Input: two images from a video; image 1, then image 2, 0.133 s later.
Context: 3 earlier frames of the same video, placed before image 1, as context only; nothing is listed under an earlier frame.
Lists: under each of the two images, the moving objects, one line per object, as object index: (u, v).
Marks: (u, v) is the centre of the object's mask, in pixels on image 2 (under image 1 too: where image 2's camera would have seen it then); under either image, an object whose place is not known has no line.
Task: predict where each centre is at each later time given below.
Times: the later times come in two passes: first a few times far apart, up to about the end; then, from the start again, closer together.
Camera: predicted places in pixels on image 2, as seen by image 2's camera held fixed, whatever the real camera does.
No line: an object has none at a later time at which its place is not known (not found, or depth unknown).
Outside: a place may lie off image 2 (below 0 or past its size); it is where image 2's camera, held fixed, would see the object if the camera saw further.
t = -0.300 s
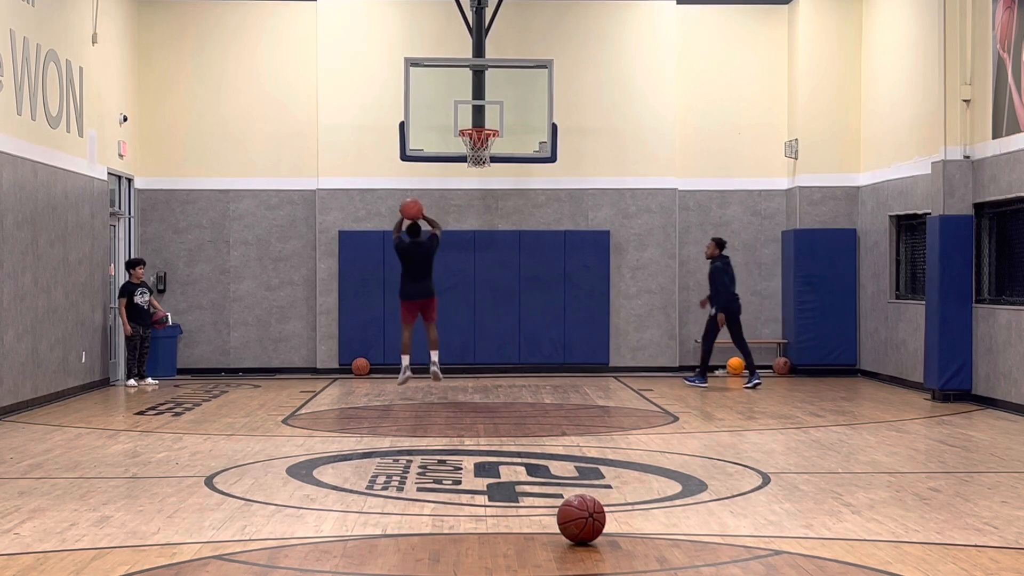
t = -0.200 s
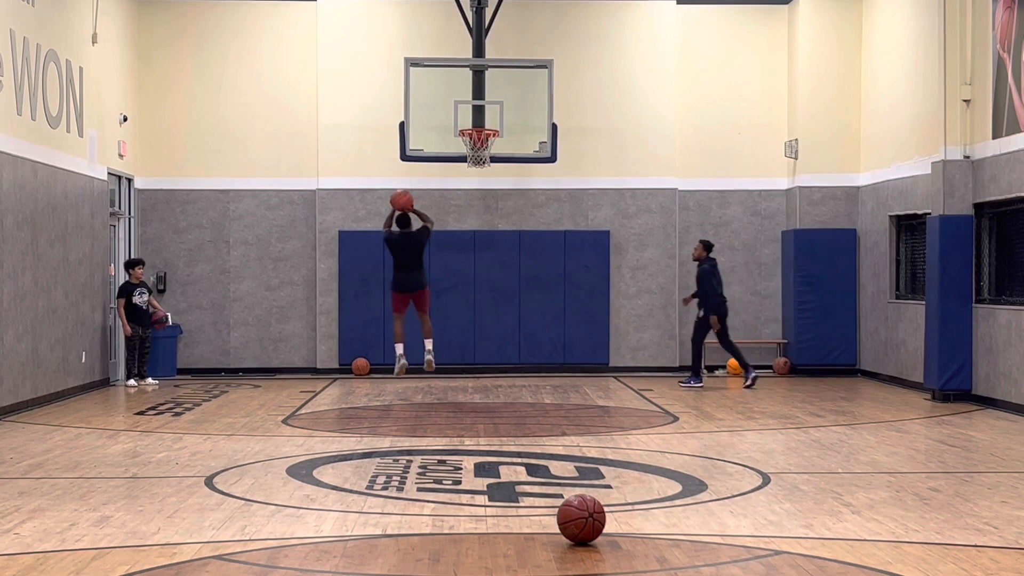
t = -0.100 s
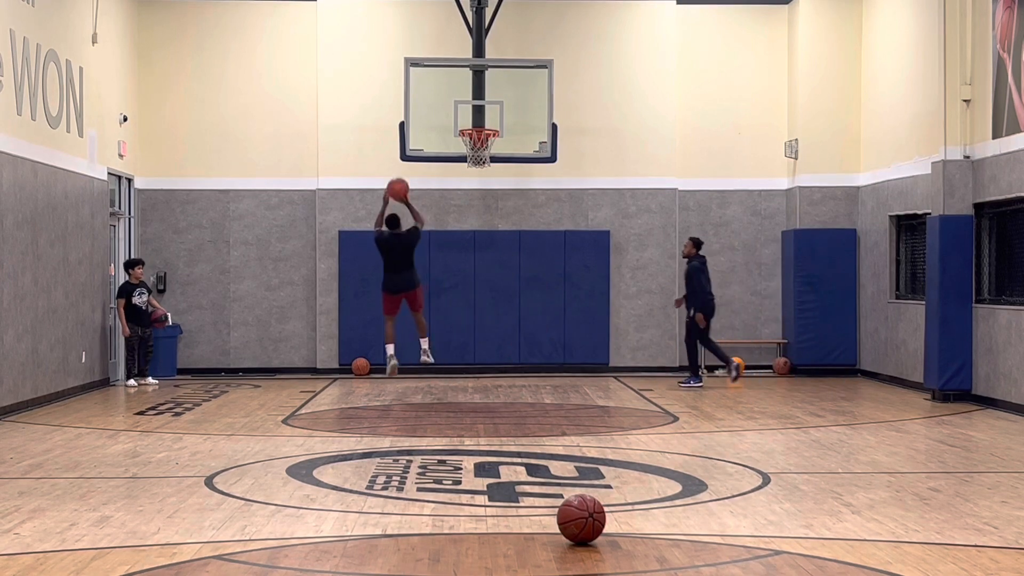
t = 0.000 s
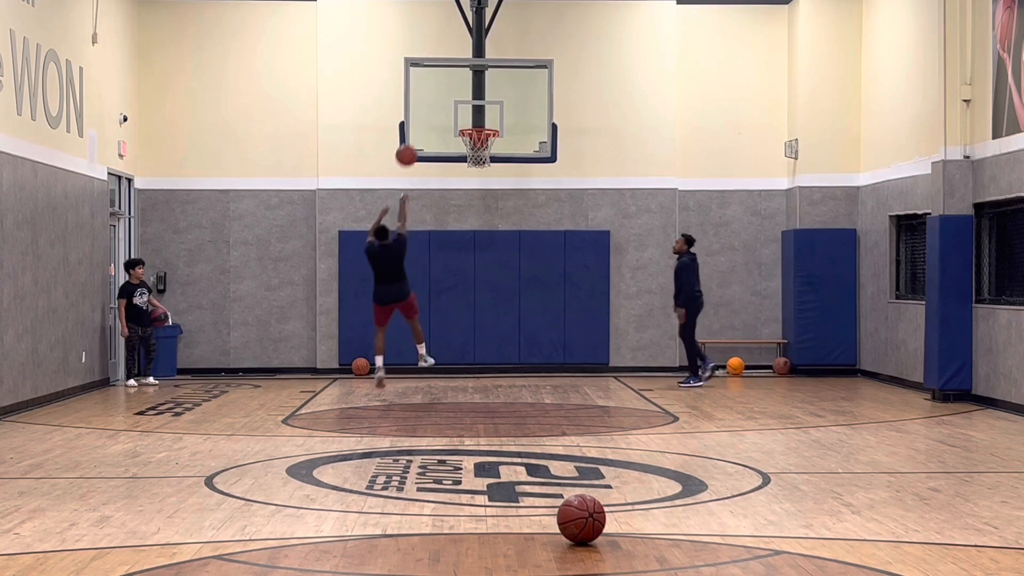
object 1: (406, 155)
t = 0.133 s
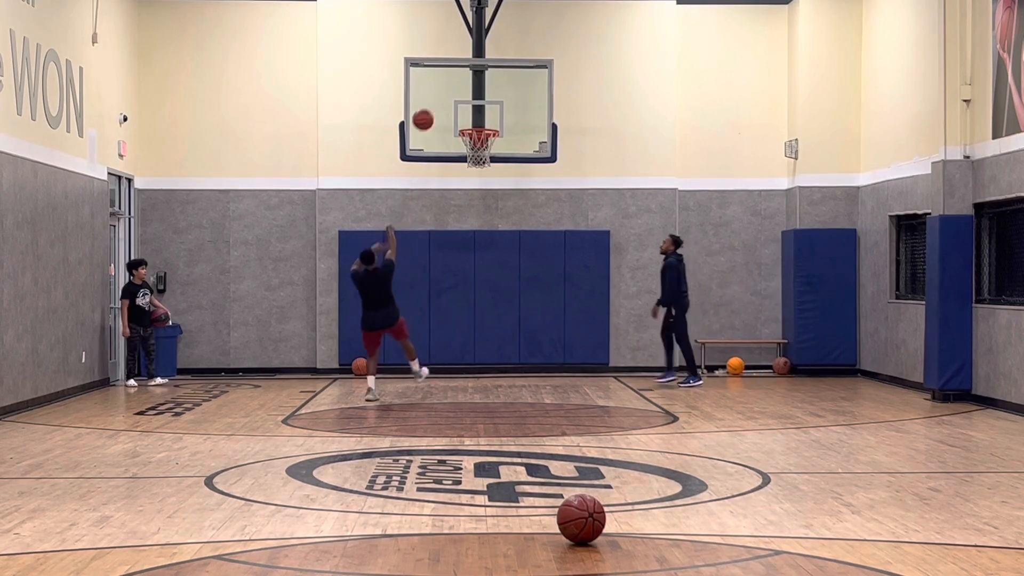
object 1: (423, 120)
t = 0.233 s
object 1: (435, 104)
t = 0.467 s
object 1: (461, 101)
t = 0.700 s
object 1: (485, 141)
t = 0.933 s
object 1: (479, 179)
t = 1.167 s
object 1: (471, 254)
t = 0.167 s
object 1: (427, 113)
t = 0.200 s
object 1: (431, 108)
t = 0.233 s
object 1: (435, 104)
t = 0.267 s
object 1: (439, 101)
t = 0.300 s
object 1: (443, 99)
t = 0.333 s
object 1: (447, 97)
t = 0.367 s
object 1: (450, 97)
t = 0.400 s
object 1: (454, 97)
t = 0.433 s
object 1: (458, 99)
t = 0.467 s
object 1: (461, 101)
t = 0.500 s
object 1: (465, 105)
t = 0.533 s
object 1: (469, 110)
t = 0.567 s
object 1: (472, 114)
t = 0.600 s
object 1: (476, 120)
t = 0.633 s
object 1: (479, 123)
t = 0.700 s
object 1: (485, 141)
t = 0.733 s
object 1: (488, 146)
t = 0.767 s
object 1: (486, 159)
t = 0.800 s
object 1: (482, 161)
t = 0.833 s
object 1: (482, 162)
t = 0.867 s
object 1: (481, 166)
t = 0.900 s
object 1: (480, 172)
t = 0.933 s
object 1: (479, 179)
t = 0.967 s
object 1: (478, 187)
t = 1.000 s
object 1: (477, 197)
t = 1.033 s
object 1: (476, 206)
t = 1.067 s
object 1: (475, 217)
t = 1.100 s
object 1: (473, 230)
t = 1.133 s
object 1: (472, 241)
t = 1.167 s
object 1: (471, 254)
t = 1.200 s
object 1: (470, 268)
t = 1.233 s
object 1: (469, 283)
